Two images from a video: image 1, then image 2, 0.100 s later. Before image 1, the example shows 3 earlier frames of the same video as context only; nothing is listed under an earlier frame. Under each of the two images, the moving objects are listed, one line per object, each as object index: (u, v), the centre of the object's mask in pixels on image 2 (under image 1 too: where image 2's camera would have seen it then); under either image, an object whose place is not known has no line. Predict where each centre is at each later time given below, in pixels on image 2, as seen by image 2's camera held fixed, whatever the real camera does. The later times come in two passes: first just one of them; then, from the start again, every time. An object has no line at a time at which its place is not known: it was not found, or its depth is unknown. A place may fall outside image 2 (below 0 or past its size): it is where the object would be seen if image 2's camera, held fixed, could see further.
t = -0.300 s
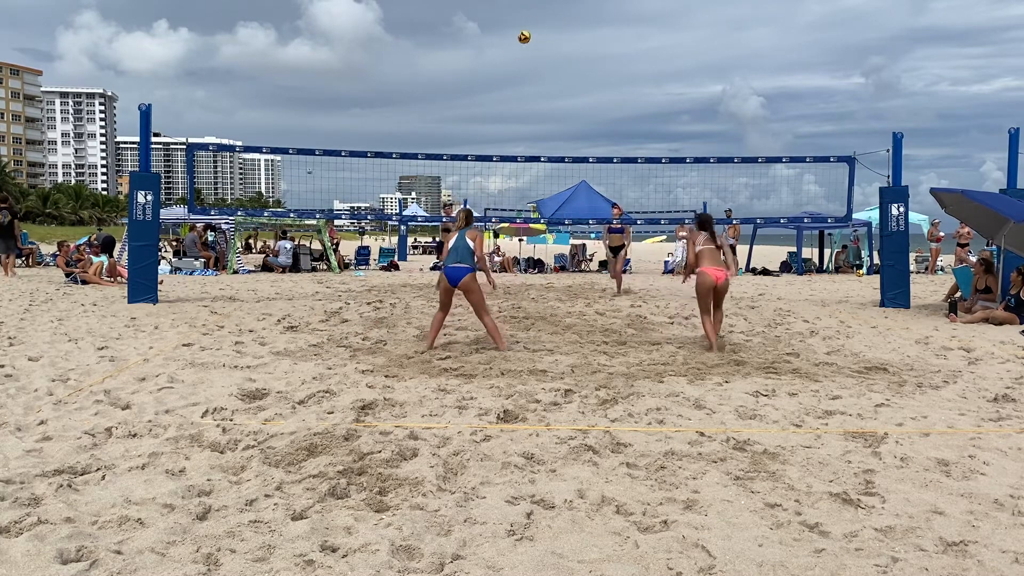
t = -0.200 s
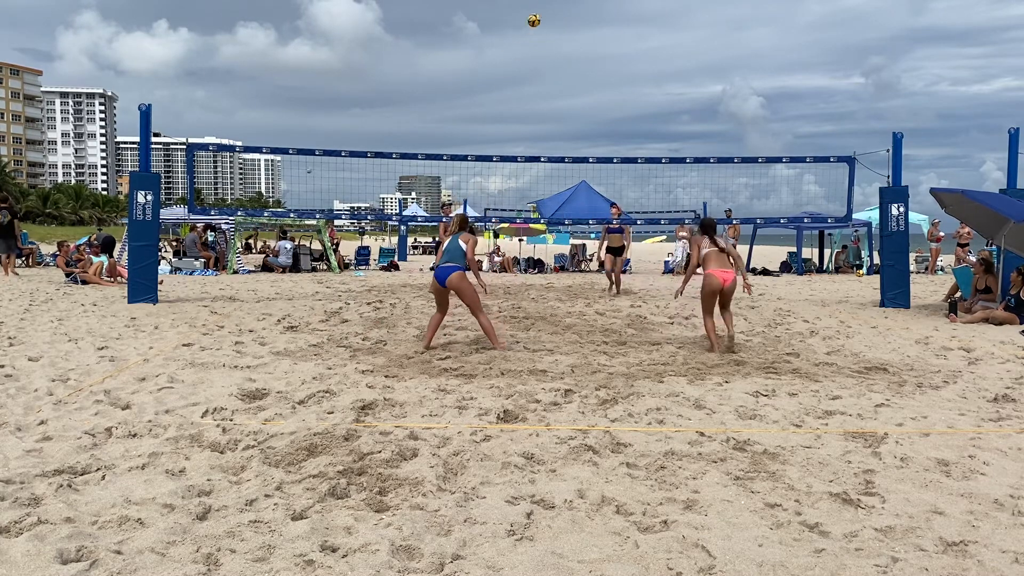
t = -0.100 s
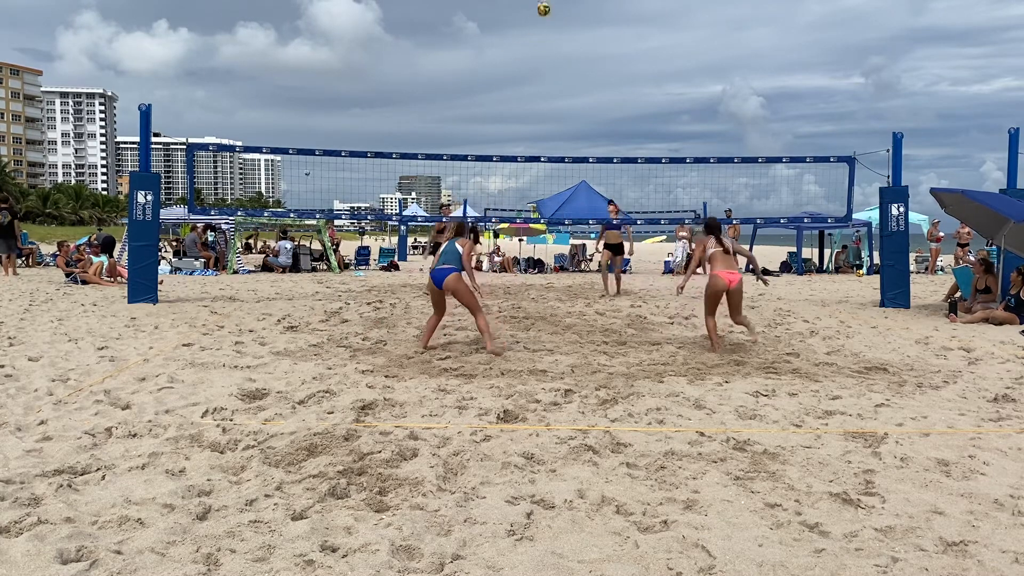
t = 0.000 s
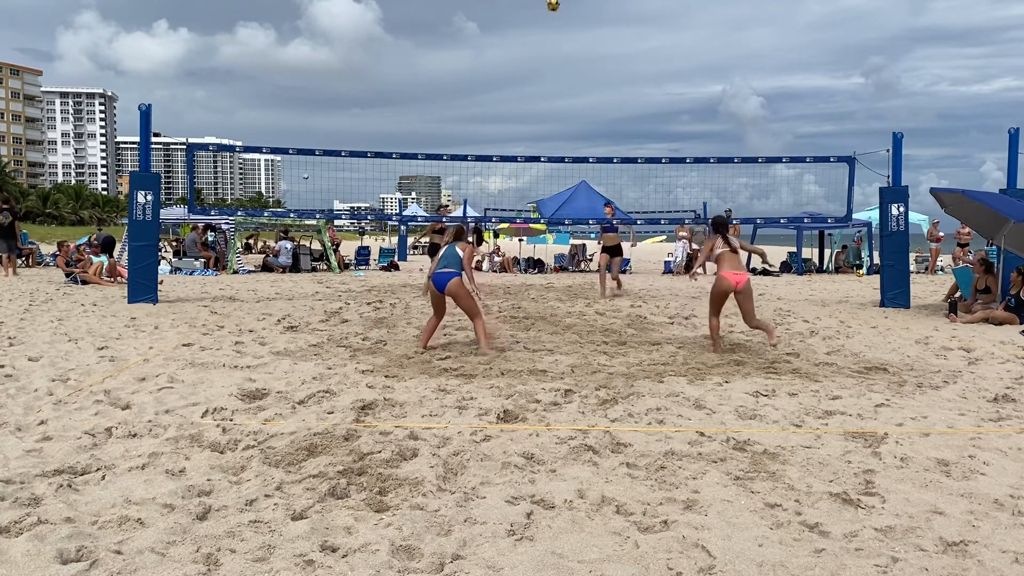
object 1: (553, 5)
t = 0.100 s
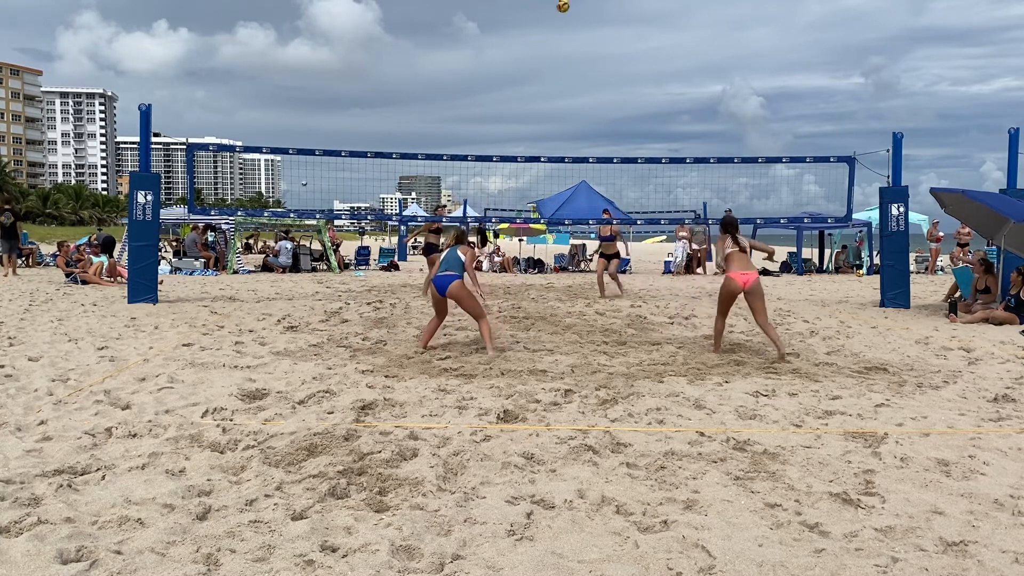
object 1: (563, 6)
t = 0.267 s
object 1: (578, 22)
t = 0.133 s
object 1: (566, 7)
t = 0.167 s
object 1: (569, 10)
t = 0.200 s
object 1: (572, 13)
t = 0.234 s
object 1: (575, 17)
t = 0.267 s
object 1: (578, 22)
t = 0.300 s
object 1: (581, 27)
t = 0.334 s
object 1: (584, 33)
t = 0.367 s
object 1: (587, 39)
